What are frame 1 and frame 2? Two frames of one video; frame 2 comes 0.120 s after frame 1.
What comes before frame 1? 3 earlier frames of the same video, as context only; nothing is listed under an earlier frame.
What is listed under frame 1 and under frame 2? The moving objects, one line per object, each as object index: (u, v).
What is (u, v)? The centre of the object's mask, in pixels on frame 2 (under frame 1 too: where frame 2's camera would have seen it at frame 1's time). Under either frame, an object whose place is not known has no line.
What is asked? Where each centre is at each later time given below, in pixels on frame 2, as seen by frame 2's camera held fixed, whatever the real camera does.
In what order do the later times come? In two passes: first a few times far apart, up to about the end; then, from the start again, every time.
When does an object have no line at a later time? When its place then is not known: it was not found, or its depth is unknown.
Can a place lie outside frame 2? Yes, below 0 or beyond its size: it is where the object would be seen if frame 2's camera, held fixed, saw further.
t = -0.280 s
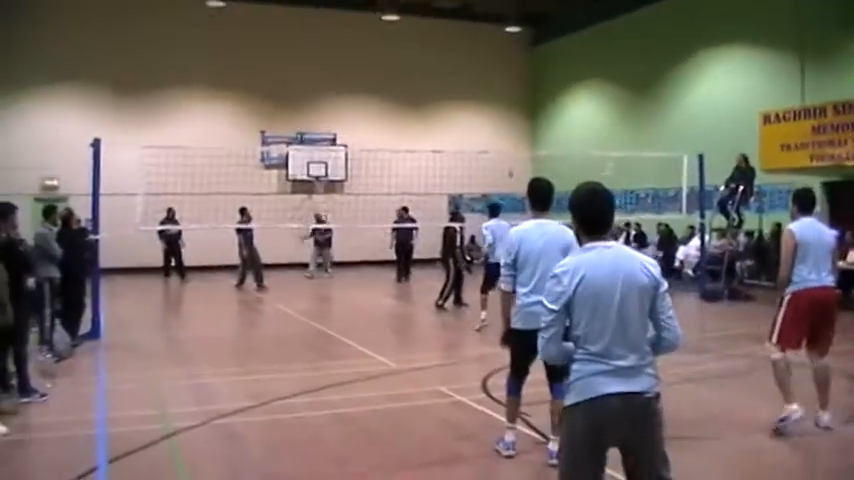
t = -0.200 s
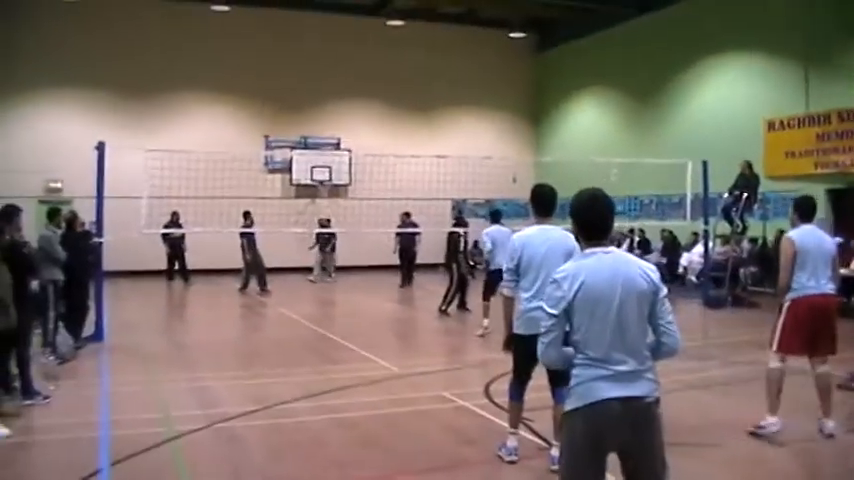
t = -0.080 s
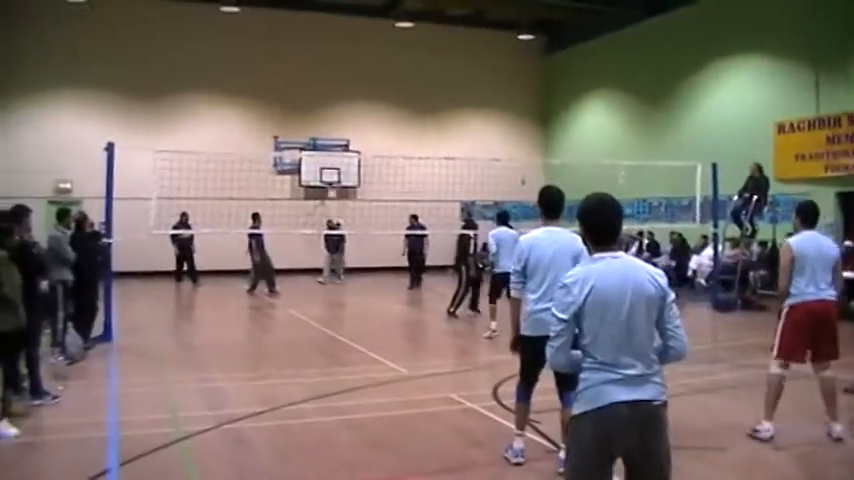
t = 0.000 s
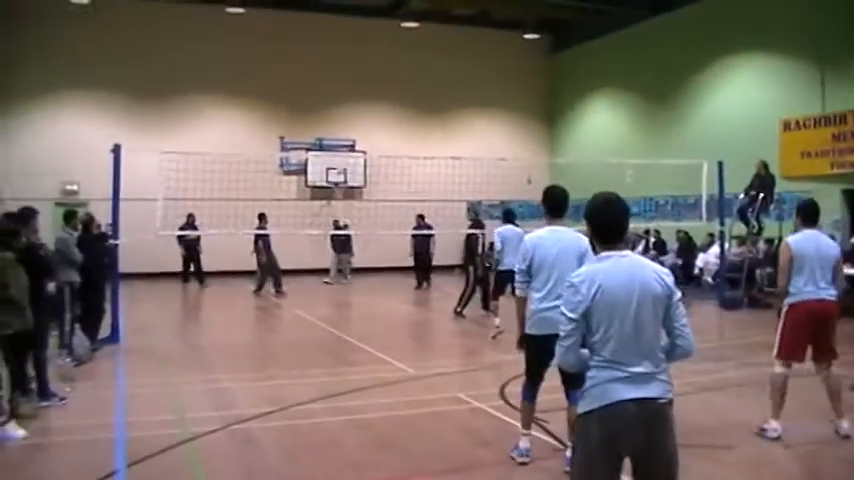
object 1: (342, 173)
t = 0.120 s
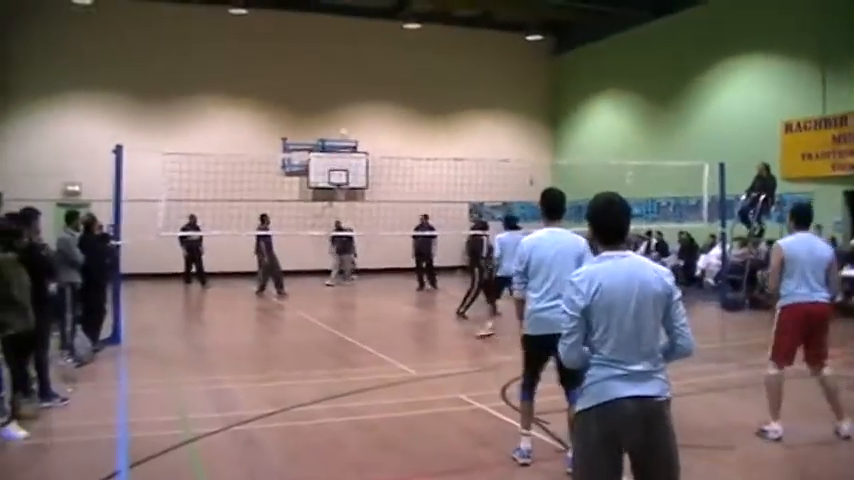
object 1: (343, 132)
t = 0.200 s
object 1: (345, 108)
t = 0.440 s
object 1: (346, 48)
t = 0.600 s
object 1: (348, 18)
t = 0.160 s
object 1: (345, 121)
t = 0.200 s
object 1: (345, 108)
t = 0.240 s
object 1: (345, 98)
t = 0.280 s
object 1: (346, 87)
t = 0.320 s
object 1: (346, 76)
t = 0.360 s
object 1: (345, 66)
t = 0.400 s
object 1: (346, 57)
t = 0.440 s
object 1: (346, 48)
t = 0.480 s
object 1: (346, 39)
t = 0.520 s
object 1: (346, 30)
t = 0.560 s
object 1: (346, 24)
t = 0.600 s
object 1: (348, 18)
